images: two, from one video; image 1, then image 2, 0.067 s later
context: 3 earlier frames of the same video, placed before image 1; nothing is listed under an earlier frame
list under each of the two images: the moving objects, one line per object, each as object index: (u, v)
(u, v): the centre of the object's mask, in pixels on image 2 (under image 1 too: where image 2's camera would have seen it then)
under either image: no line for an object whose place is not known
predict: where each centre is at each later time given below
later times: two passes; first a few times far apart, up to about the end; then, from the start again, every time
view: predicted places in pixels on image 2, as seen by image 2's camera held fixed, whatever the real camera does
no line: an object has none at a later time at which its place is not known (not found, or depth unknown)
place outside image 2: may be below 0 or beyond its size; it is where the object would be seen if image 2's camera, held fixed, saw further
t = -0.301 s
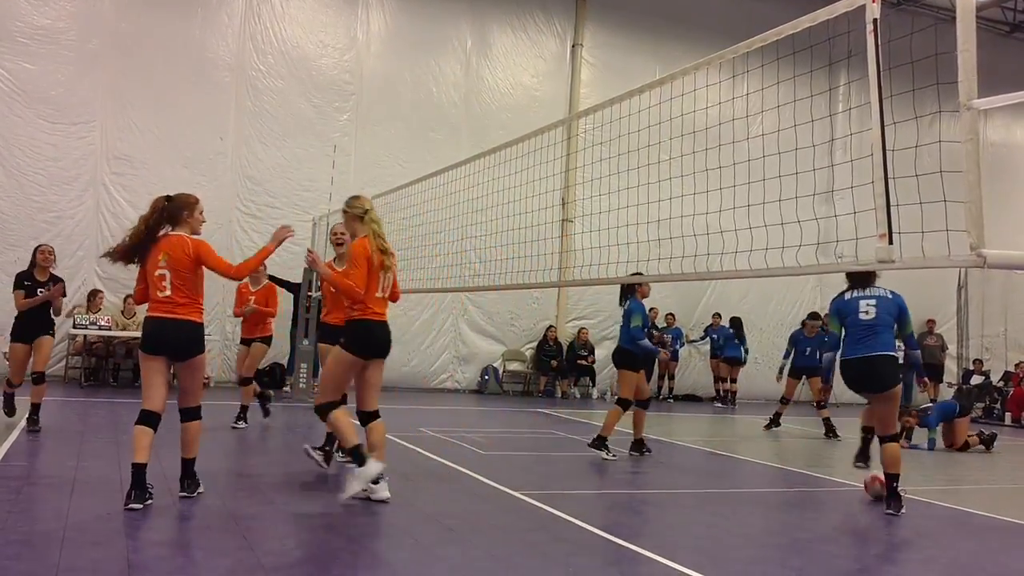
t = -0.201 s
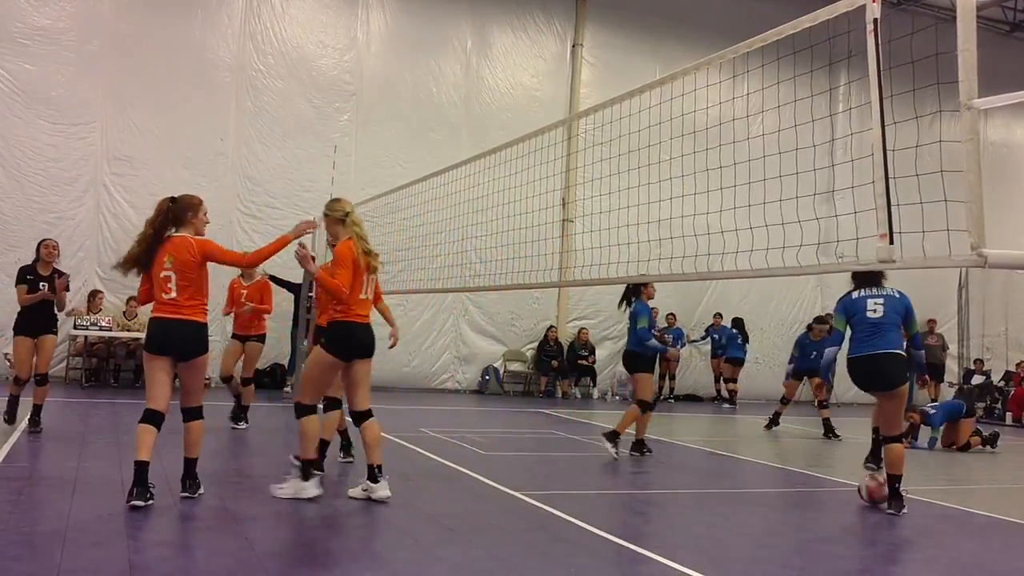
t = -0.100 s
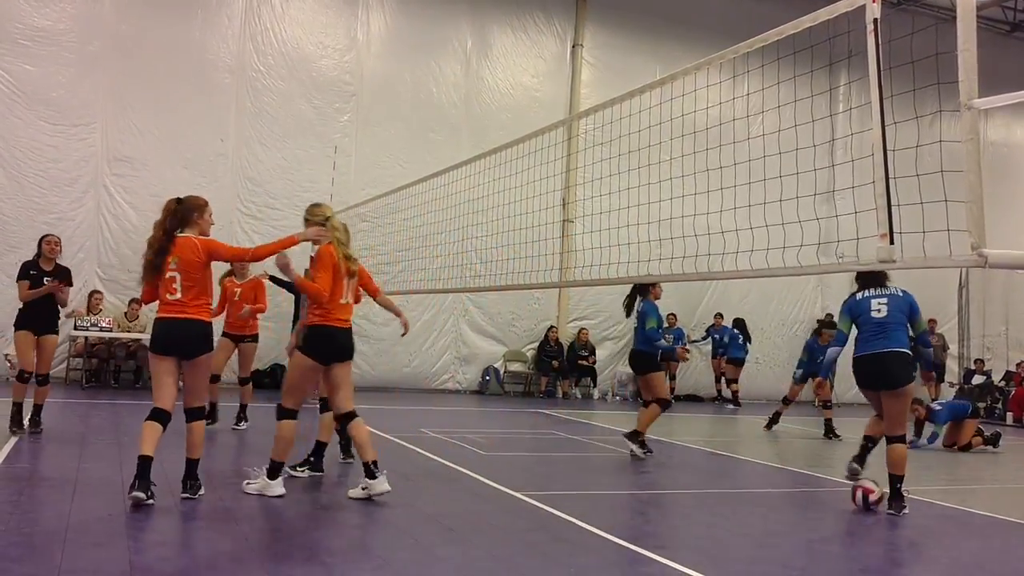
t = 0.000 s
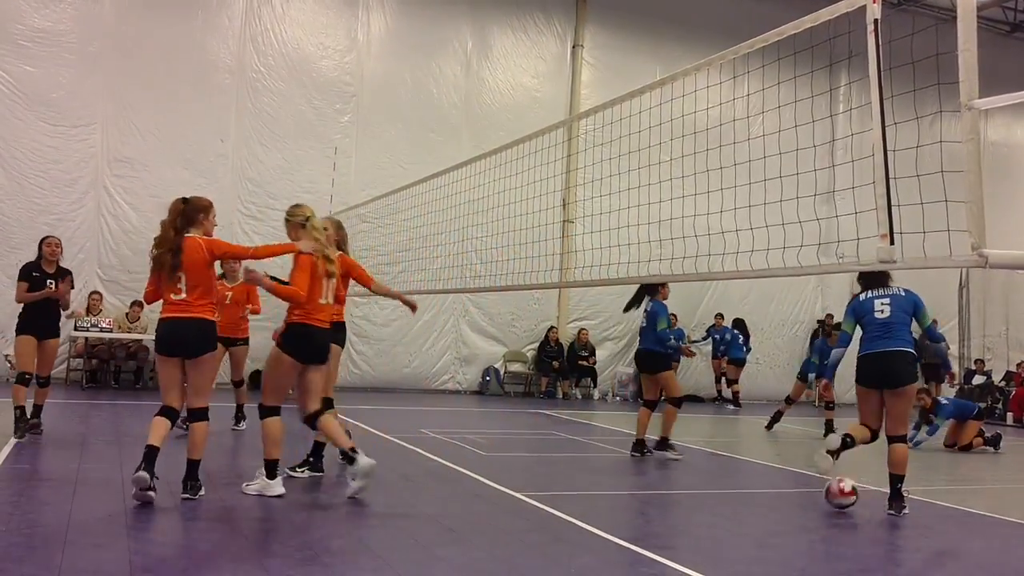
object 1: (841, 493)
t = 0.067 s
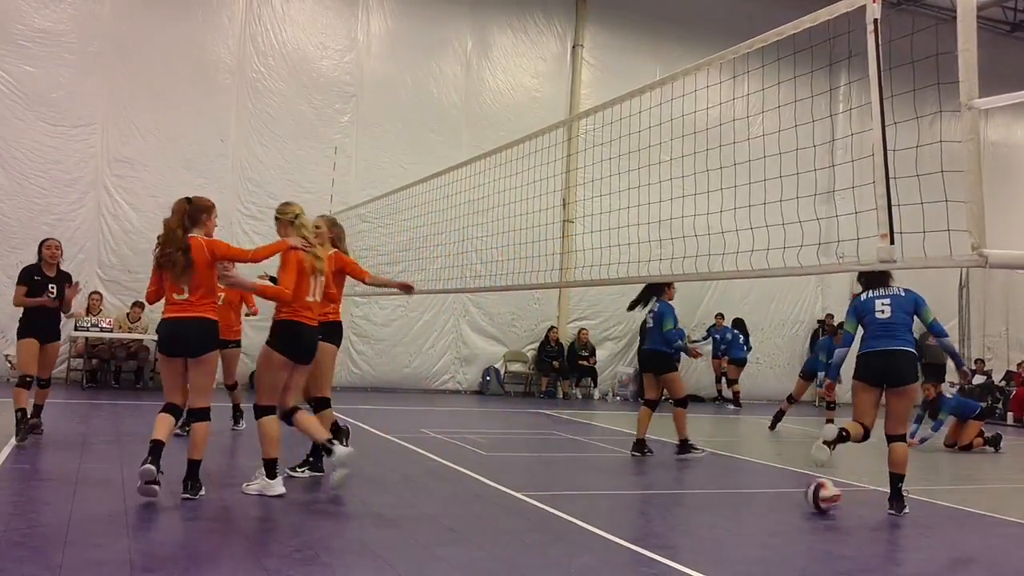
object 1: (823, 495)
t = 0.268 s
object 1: (762, 500)
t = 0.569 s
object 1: (661, 507)
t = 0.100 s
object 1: (814, 496)
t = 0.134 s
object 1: (802, 497)
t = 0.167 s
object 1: (792, 497)
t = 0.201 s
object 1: (782, 499)
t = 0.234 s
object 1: (772, 499)
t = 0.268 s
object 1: (762, 500)
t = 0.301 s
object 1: (752, 501)
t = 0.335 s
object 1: (740, 502)
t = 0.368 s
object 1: (729, 502)
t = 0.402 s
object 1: (719, 503)
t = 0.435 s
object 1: (708, 504)
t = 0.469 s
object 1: (696, 504)
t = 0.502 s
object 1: (686, 505)
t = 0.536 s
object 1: (673, 505)
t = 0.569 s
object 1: (661, 507)
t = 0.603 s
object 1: (650, 507)
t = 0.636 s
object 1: (638, 508)
